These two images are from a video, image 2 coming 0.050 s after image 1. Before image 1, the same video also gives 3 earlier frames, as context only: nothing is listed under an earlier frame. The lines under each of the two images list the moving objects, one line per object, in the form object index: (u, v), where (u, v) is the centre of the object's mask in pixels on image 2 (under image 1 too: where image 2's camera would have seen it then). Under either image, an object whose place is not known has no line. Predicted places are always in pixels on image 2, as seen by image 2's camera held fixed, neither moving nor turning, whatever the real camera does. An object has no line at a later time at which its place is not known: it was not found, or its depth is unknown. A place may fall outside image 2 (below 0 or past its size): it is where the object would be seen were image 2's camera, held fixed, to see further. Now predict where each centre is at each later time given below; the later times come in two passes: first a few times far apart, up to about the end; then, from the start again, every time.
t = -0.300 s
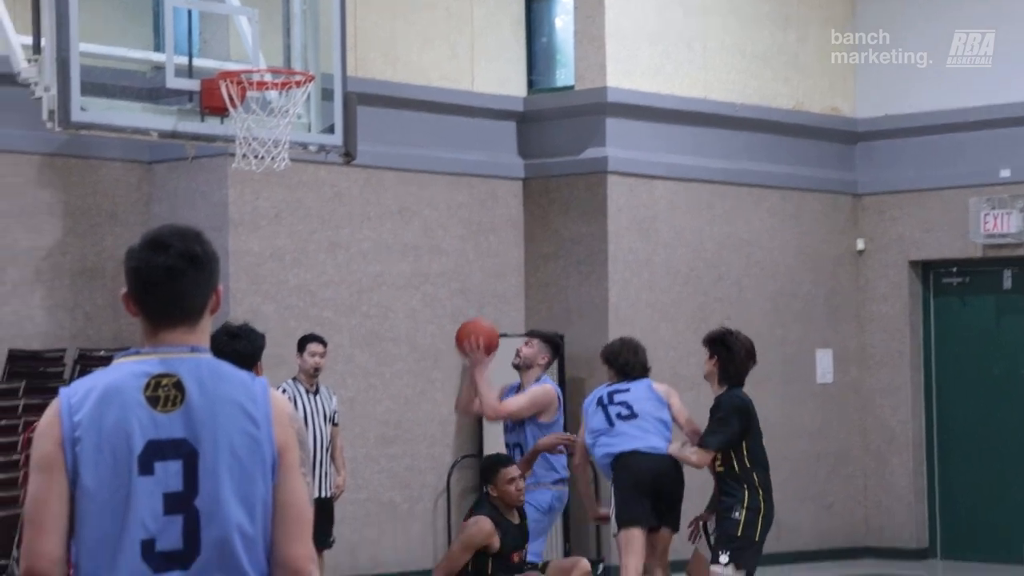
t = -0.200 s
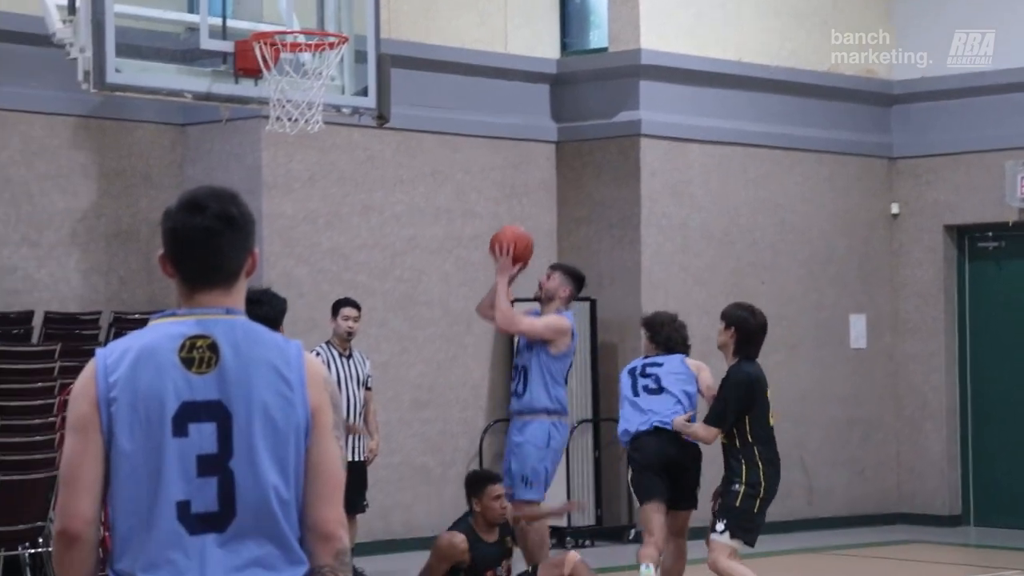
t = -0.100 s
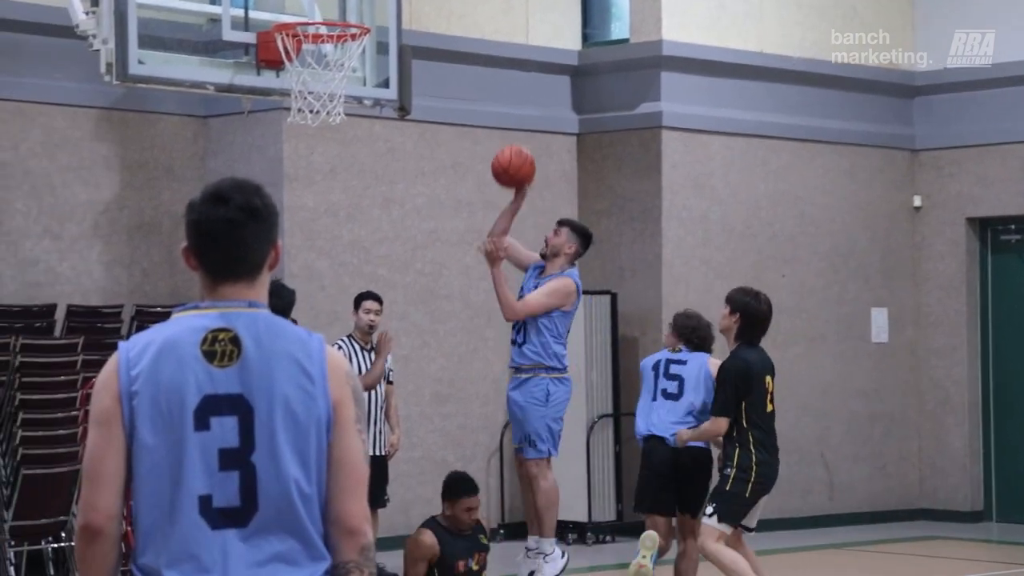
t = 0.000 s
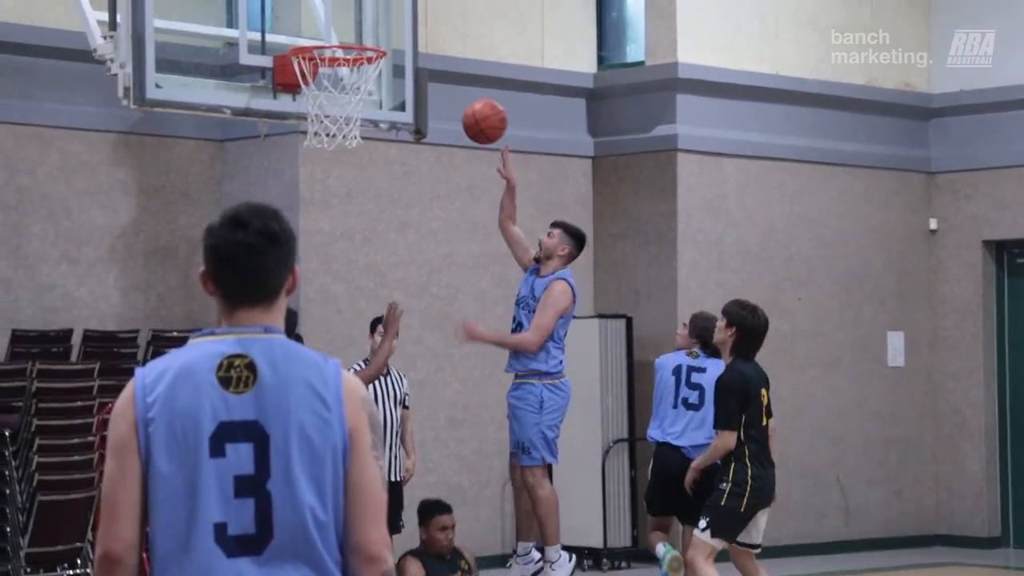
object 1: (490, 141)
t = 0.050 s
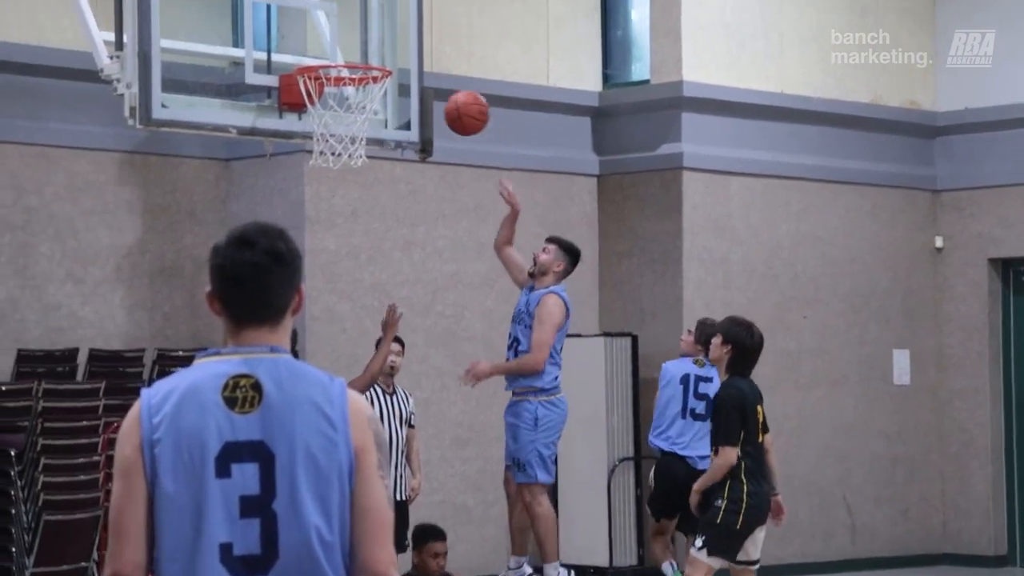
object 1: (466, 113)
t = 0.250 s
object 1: (374, 47)
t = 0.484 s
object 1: (324, 45)
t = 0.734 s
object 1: (355, 69)
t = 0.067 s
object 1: (459, 104)
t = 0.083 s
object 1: (451, 97)
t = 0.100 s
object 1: (443, 90)
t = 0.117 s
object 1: (436, 83)
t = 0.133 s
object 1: (428, 77)
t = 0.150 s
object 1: (421, 71)
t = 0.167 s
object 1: (413, 66)
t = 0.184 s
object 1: (406, 61)
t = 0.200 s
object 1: (398, 56)
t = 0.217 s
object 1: (390, 52)
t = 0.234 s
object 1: (382, 49)
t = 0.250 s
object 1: (374, 47)
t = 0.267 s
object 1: (366, 45)
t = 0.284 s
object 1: (358, 43)
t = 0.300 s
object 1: (350, 43)
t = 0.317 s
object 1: (343, 42)
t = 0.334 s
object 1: (339, 42)
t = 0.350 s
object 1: (337, 42)
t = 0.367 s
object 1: (334, 43)
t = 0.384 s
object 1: (332, 44)
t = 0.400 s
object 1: (330, 45)
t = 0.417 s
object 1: (327, 46)
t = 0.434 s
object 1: (326, 47)
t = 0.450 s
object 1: (325, 46)
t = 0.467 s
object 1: (325, 45)
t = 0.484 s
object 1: (324, 45)
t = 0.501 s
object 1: (324, 44)
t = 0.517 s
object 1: (323, 45)
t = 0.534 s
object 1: (323, 45)
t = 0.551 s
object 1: (322, 46)
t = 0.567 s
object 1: (322, 47)
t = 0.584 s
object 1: (321, 48)
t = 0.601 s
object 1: (321, 50)
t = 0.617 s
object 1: (322, 51)
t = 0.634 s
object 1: (326, 51)
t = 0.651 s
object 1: (330, 51)
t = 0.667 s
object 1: (334, 52)
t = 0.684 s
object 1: (340, 63)
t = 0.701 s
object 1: (345, 66)
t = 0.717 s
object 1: (350, 67)
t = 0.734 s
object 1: (355, 69)
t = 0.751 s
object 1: (360, 71)
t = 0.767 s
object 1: (362, 73)
